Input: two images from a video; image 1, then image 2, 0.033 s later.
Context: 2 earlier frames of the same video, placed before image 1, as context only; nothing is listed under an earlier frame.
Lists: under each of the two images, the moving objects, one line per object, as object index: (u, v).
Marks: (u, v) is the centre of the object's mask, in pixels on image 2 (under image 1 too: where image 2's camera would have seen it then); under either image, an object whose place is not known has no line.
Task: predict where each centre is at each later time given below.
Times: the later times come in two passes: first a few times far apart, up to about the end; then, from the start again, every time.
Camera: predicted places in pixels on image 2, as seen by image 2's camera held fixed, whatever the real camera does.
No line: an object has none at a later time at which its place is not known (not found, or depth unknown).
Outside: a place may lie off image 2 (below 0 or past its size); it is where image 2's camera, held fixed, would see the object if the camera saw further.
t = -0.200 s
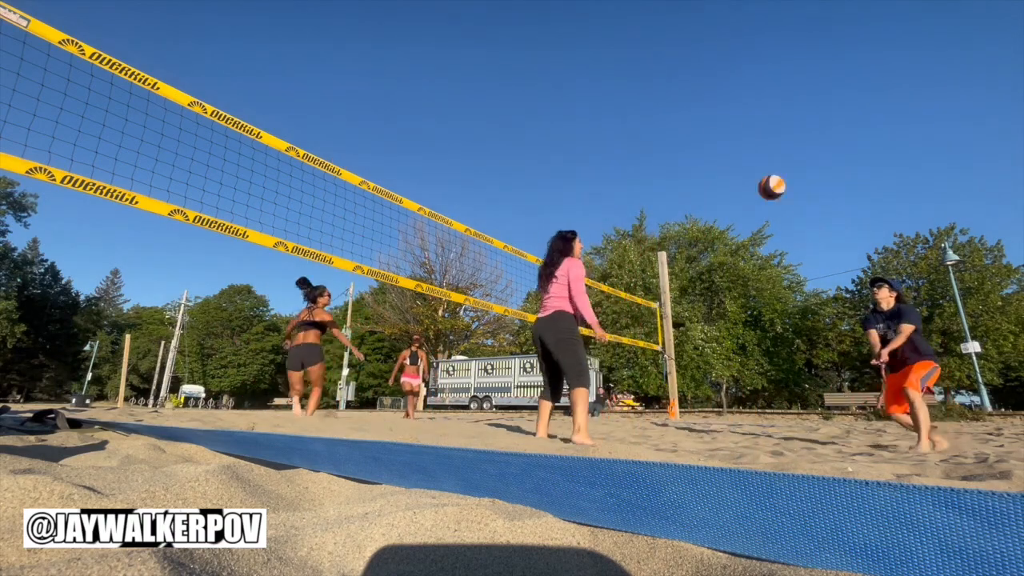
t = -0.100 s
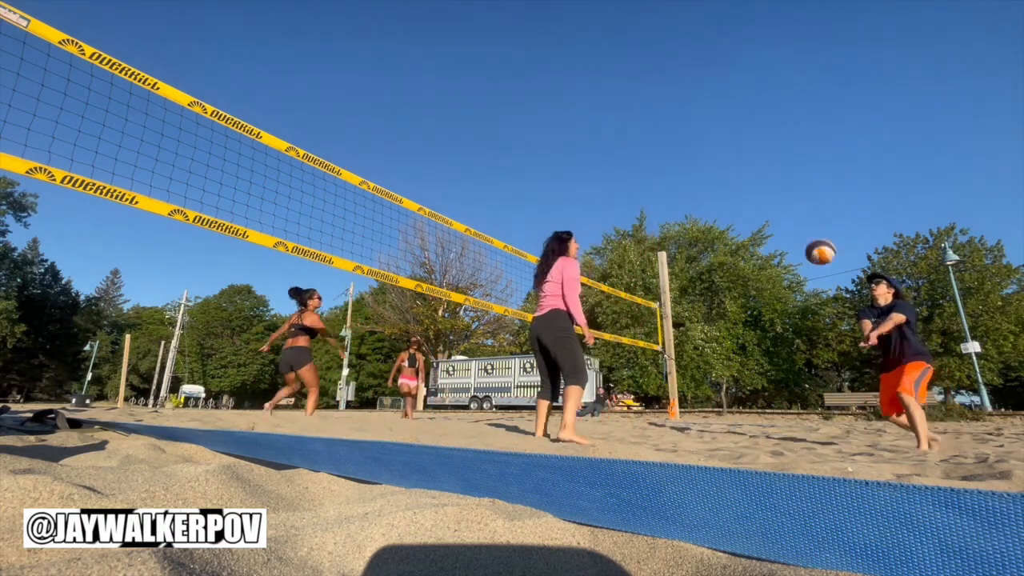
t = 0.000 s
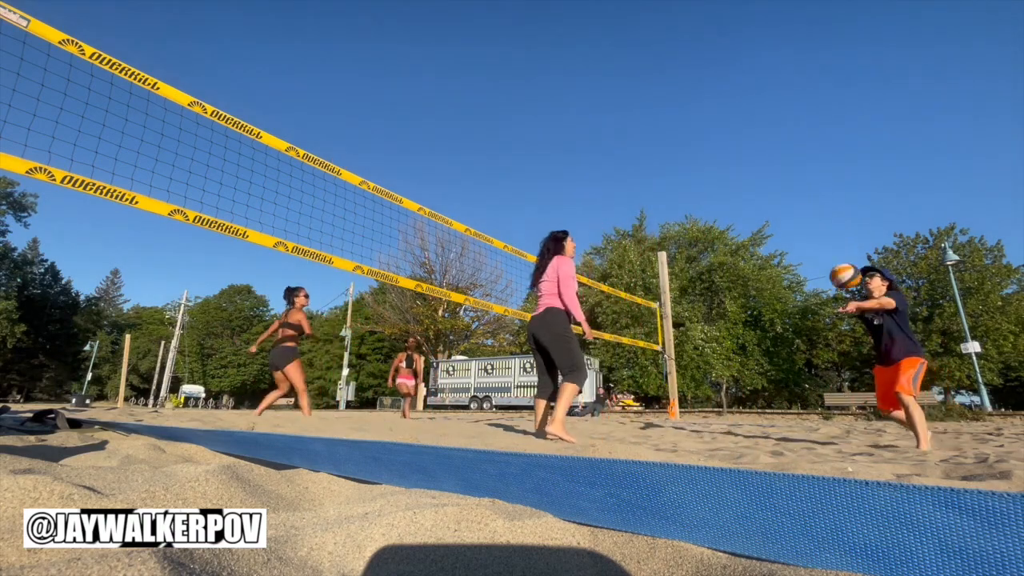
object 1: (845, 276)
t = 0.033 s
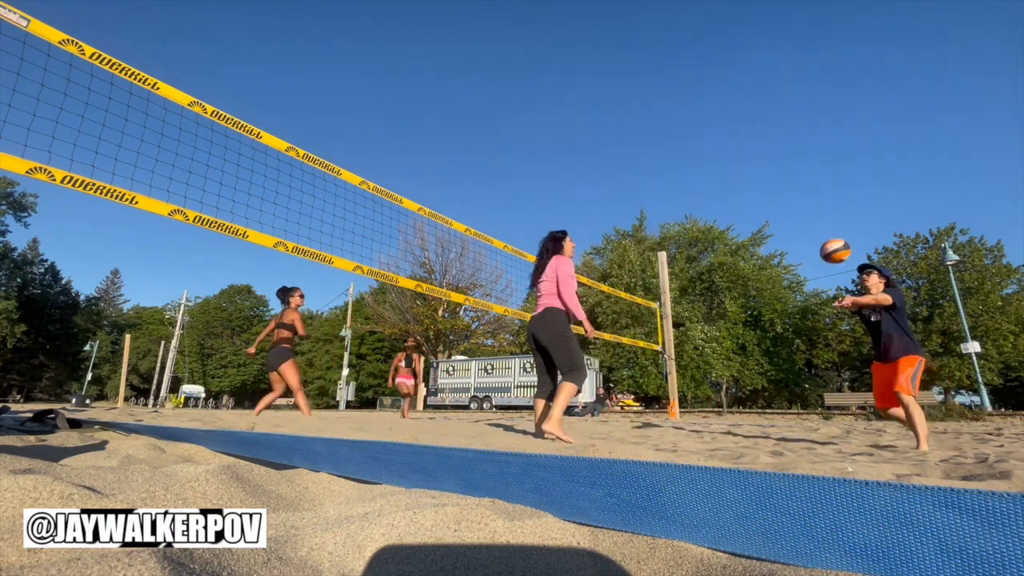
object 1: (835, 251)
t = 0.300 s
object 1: (773, 117)
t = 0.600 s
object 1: (728, 63)
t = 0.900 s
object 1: (695, 85)
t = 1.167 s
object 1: (674, 167)
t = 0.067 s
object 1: (826, 228)
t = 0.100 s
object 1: (817, 207)
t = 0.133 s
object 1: (808, 188)
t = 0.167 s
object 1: (801, 171)
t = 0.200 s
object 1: (793, 155)
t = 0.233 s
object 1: (786, 141)
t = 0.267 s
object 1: (780, 128)
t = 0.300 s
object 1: (773, 117)
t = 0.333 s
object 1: (767, 107)
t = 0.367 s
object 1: (761, 98)
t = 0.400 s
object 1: (756, 89)
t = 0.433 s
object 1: (751, 82)
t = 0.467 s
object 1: (746, 77)
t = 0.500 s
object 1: (741, 72)
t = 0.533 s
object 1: (736, 68)
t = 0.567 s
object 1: (732, 65)
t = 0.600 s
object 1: (728, 63)
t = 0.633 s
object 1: (724, 62)
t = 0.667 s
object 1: (720, 63)
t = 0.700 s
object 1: (716, 63)
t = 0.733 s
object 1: (712, 65)
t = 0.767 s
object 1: (709, 68)
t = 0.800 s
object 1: (705, 70)
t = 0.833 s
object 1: (702, 75)
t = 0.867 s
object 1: (699, 80)
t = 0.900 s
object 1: (695, 85)
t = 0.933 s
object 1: (693, 93)
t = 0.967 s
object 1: (690, 100)
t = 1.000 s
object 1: (687, 109)
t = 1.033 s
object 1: (684, 119)
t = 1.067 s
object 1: (682, 129)
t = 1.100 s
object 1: (679, 140)
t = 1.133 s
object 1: (676, 153)
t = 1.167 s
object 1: (674, 167)
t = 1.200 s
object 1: (672, 181)
